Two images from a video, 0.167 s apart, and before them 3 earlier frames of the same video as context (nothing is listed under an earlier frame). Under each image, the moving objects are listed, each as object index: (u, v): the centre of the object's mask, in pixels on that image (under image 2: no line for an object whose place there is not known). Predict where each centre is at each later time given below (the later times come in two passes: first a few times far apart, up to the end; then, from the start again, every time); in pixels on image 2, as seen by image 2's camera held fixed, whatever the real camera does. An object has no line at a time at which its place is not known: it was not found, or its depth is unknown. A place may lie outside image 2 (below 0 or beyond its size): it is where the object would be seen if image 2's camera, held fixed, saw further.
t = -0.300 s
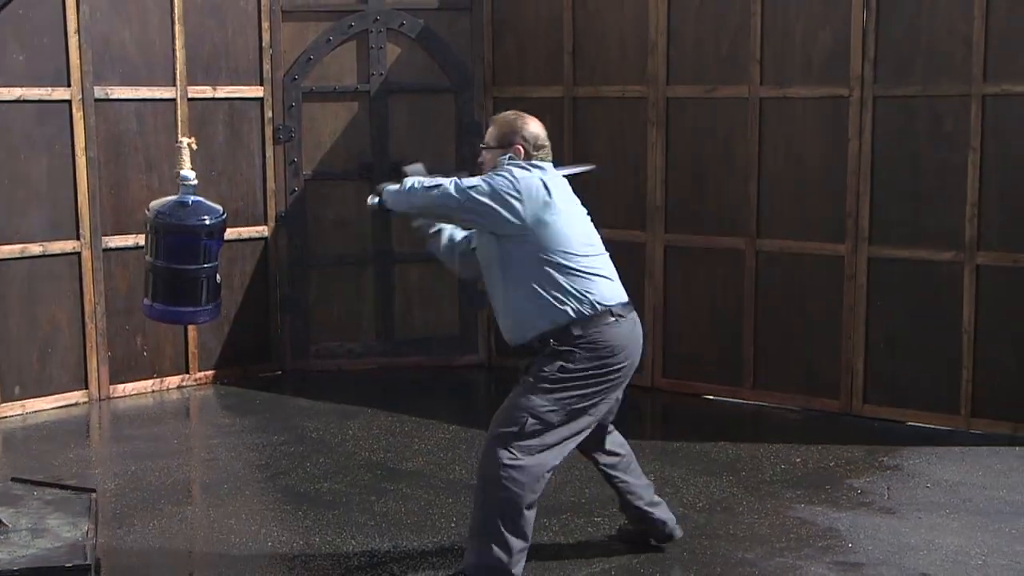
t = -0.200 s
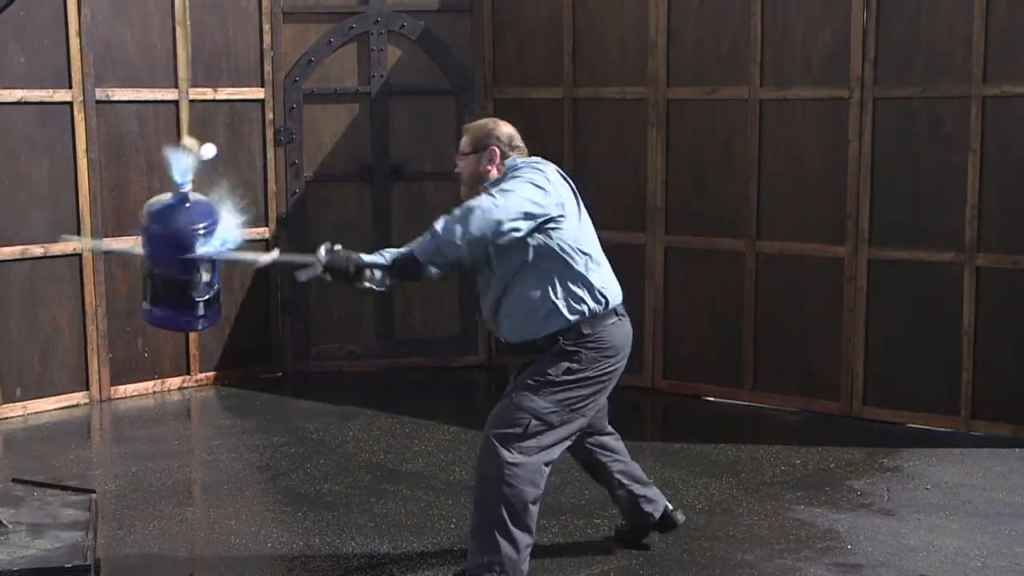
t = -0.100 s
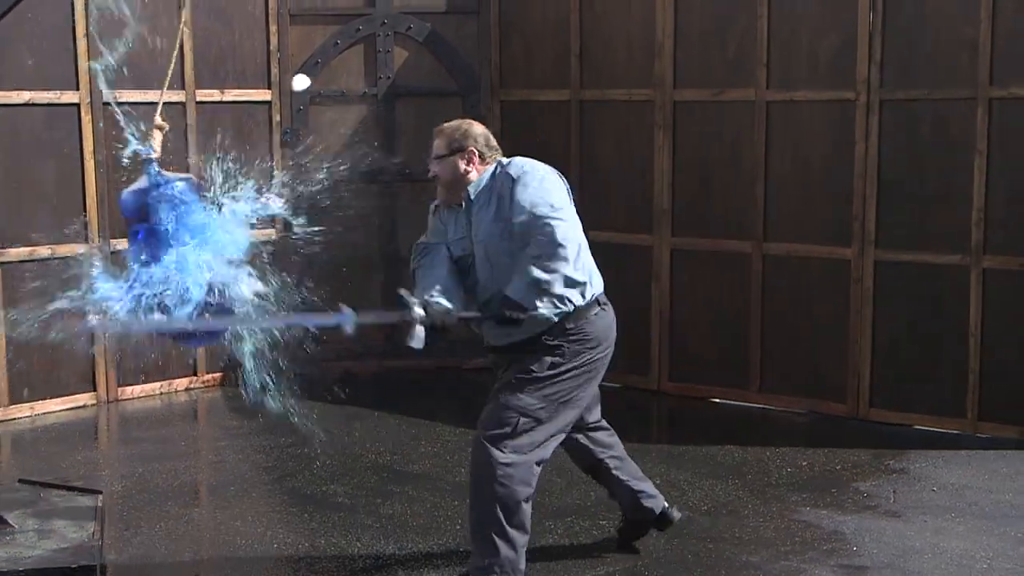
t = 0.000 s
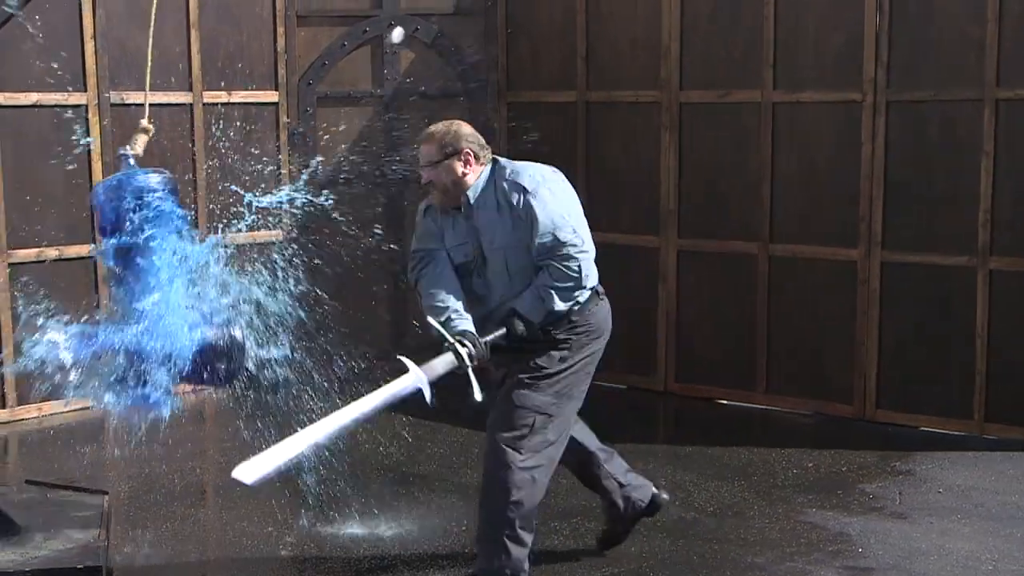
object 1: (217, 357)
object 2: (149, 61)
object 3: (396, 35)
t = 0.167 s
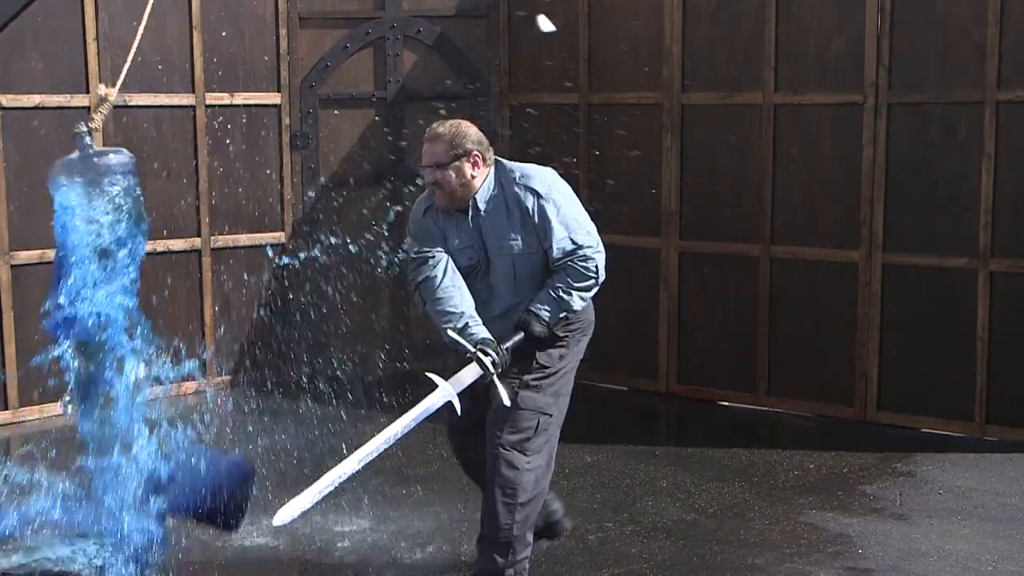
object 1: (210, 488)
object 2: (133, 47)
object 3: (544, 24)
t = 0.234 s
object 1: (209, 542)
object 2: (121, 44)
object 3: (601, 43)
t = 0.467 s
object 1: (233, 546)
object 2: (126, 56)
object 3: (793, 254)
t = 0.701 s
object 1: (253, 549)
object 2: (143, 60)
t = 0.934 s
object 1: (275, 551)
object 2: (215, 83)
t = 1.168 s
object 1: (300, 553)
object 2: (232, 50)
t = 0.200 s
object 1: (211, 527)
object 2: (127, 43)
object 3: (576, 33)
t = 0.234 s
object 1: (209, 542)
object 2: (121, 44)
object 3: (601, 43)
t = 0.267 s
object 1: (220, 534)
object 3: (631, 61)
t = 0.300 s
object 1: (214, 541)
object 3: (661, 84)
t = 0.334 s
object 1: (209, 540)
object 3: (687, 105)
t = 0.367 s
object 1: (223, 544)
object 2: (117, 51)
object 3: (714, 135)
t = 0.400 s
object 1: (227, 545)
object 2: (120, 52)
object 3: (740, 169)
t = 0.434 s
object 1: (229, 545)
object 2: (123, 55)
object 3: (767, 213)
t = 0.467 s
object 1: (233, 546)
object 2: (126, 56)
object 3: (793, 254)
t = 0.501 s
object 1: (232, 547)
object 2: (128, 59)
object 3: (818, 305)
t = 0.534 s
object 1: (233, 548)
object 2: (130, 59)
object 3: (845, 362)
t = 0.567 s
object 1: (235, 549)
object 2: (131, 59)
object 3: (872, 424)
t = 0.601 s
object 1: (238, 548)
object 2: (133, 60)
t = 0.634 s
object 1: (243, 548)
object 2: (135, 60)
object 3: (936, 560)
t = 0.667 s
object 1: (246, 549)
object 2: (138, 61)
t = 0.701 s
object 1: (253, 549)
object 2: (143, 60)
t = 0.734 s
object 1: (256, 551)
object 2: (150, 63)
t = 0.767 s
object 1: (260, 551)
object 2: (160, 64)
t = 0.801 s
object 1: (265, 551)
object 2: (172, 72)
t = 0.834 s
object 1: (267, 551)
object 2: (184, 86)
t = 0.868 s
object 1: (271, 551)
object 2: (198, 68)
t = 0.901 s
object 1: (273, 551)
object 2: (203, 60)
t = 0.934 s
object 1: (275, 551)
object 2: (215, 83)
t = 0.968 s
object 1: (278, 551)
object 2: (221, 76)
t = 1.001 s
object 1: (281, 552)
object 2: (224, 64)
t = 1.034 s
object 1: (287, 552)
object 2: (224, 57)
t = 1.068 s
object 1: (288, 553)
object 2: (225, 56)
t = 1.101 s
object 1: (292, 553)
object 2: (226, 52)
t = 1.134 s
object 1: (295, 553)
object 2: (229, 51)
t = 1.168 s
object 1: (300, 553)
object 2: (232, 50)
